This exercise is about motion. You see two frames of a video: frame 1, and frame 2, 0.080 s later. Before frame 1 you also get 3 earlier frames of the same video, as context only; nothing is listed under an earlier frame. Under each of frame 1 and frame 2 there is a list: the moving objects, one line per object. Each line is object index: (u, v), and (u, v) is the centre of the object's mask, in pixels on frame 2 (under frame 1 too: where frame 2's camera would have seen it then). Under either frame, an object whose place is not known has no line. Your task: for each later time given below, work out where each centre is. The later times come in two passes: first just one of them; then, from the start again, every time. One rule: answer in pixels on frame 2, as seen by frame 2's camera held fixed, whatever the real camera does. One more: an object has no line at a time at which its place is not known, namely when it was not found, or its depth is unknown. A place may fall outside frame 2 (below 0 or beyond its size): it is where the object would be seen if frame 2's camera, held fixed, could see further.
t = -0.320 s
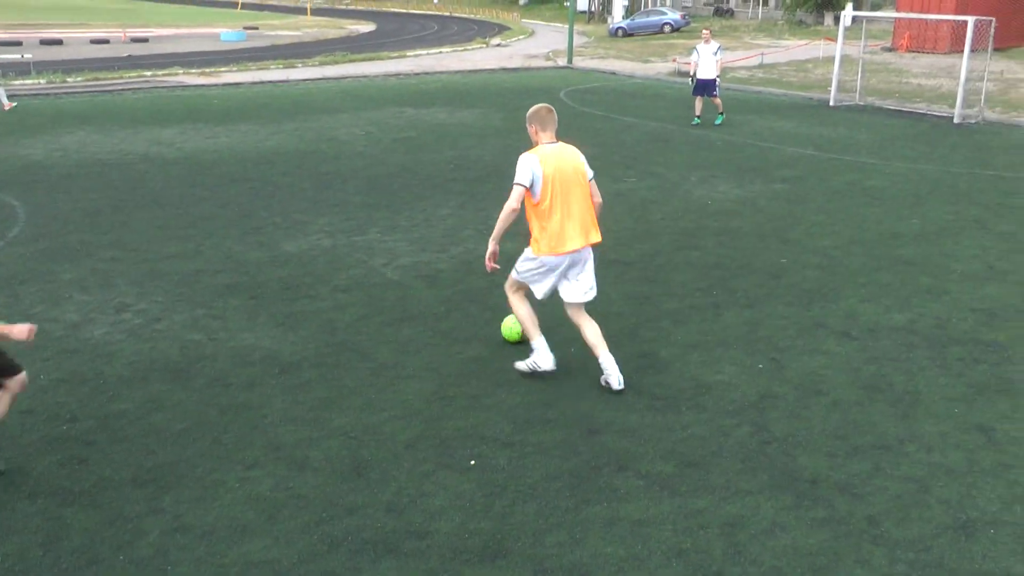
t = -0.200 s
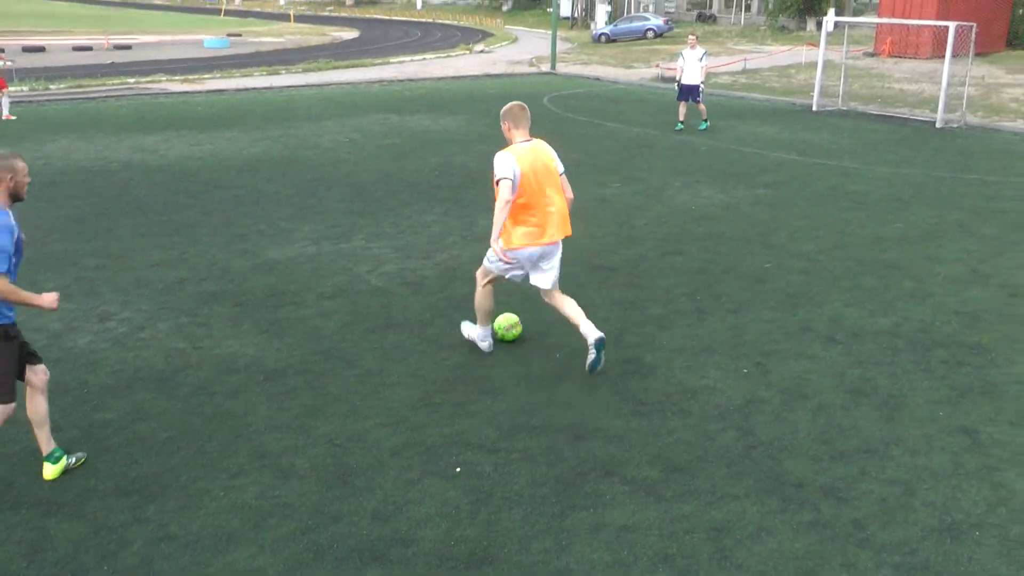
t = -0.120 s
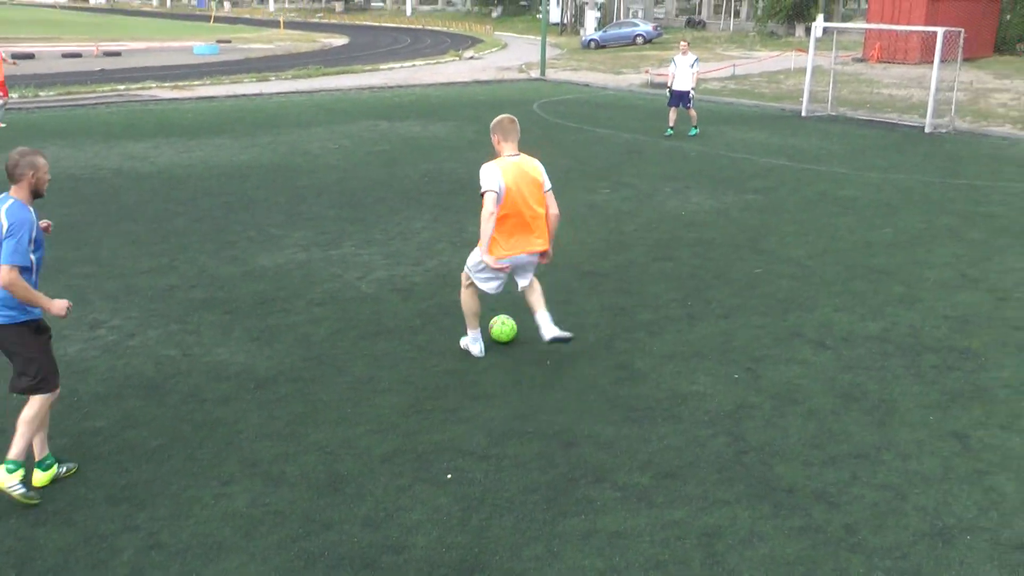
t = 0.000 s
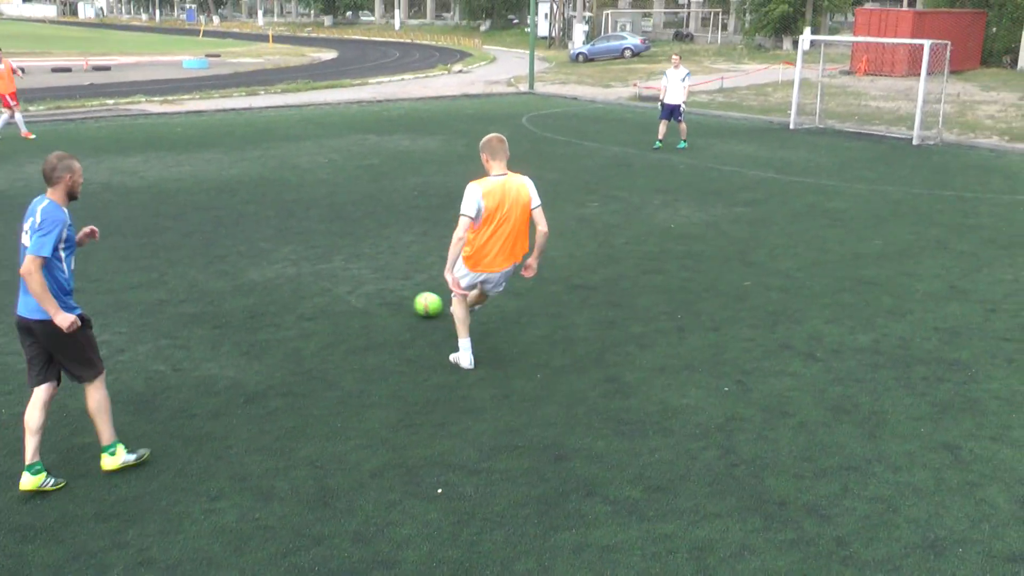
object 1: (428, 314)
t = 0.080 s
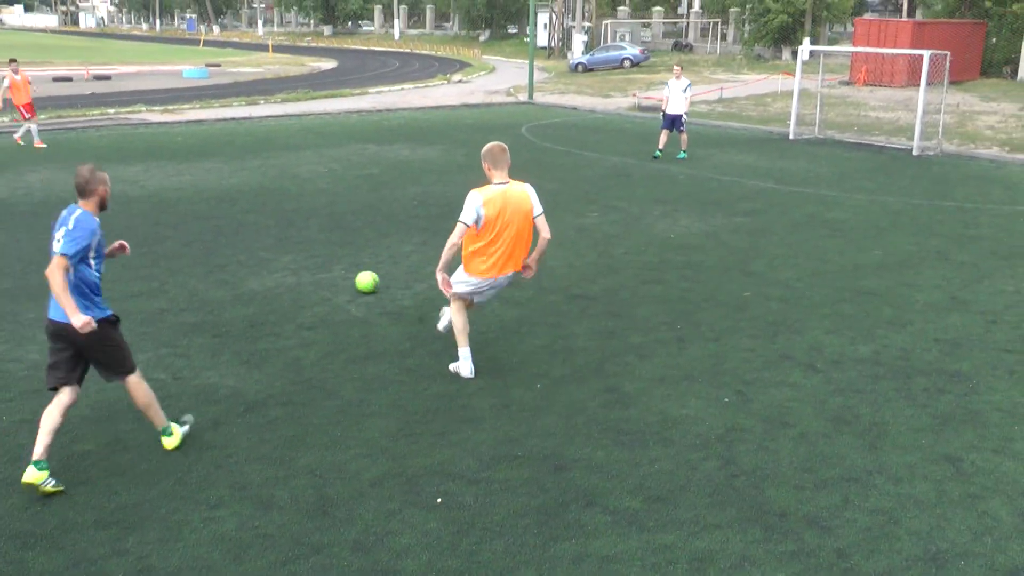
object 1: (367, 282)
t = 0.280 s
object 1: (269, 233)
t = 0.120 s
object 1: (342, 270)
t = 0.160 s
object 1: (321, 259)
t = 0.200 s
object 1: (302, 250)
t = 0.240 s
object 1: (284, 240)
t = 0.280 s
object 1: (269, 233)
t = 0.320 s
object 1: (255, 226)
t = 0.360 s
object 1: (241, 220)
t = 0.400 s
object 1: (230, 214)
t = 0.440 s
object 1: (220, 210)
